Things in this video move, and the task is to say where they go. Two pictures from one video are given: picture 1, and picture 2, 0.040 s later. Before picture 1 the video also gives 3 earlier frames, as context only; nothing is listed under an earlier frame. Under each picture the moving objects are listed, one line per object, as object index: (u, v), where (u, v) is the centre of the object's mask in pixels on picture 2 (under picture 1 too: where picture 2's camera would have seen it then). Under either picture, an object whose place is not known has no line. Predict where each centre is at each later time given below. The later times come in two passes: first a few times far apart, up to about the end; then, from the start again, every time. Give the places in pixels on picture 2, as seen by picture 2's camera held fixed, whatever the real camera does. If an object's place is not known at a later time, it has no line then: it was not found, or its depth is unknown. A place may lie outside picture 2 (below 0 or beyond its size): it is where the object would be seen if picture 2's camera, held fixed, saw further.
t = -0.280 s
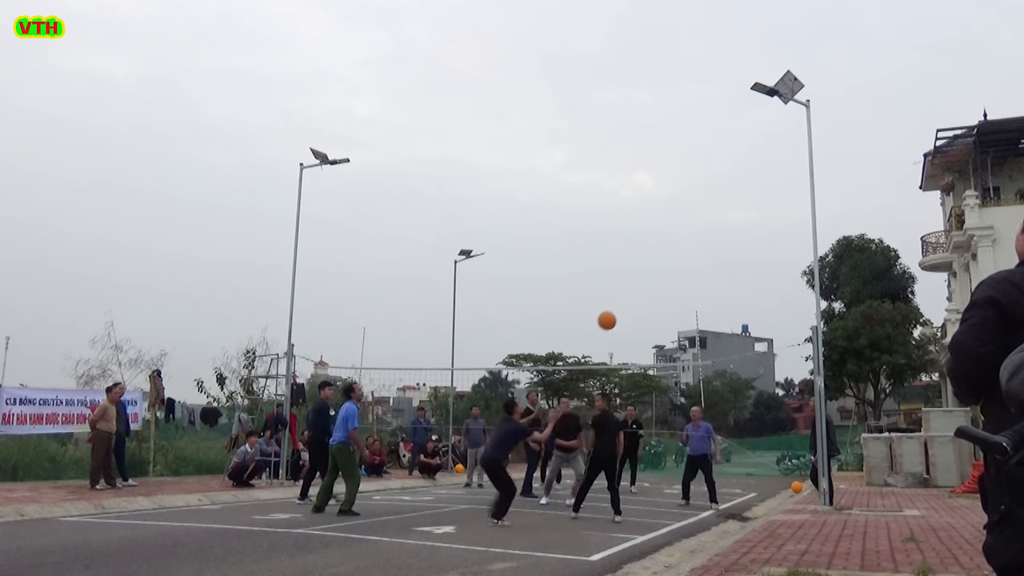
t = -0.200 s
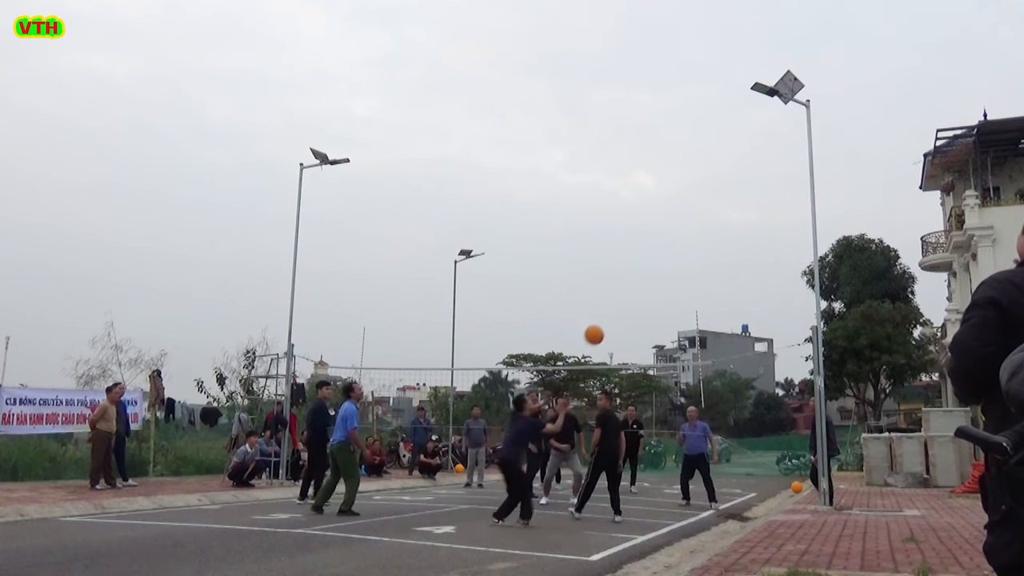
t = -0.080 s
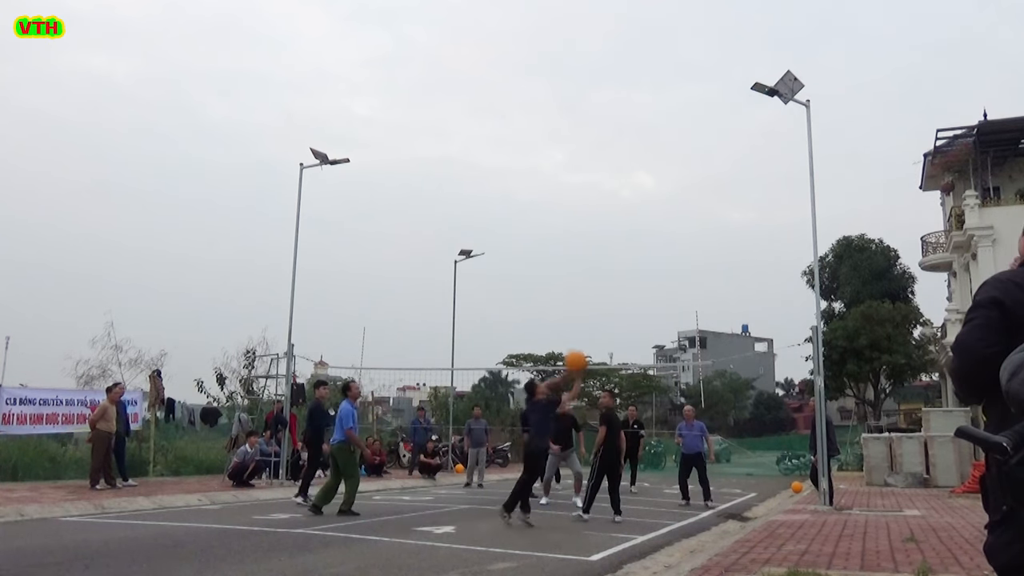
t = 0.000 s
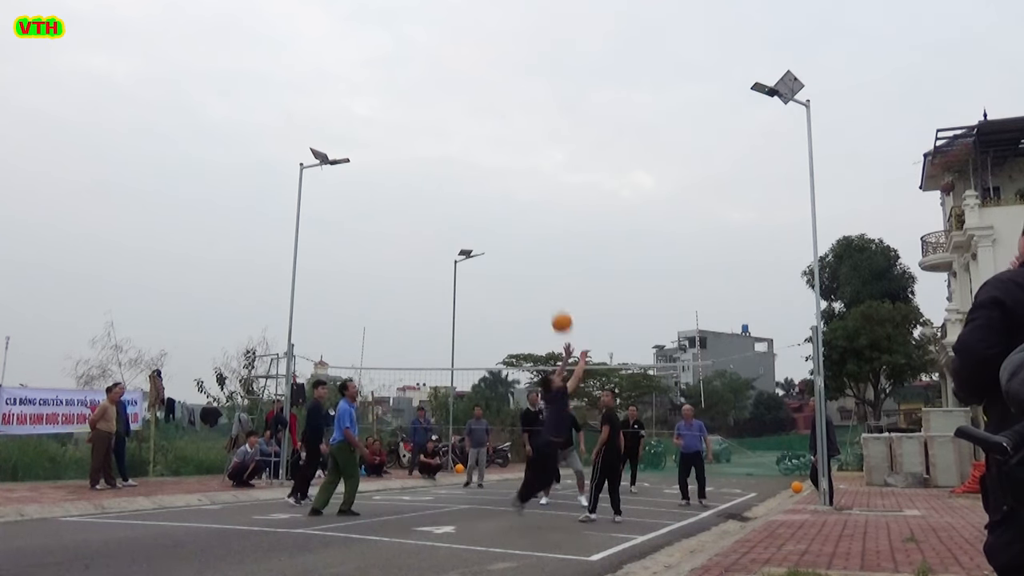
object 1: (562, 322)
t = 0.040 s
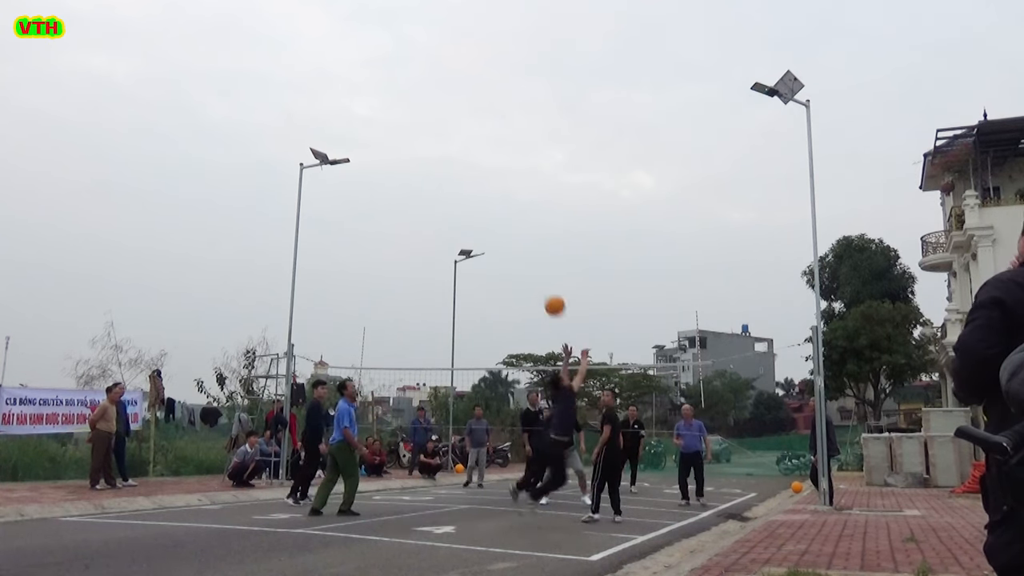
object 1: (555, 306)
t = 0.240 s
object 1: (522, 243)
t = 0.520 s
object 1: (477, 214)
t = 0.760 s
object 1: (437, 239)
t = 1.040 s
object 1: (390, 330)
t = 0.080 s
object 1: (547, 290)
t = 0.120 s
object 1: (541, 277)
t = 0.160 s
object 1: (535, 264)
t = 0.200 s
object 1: (529, 253)
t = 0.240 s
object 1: (522, 243)
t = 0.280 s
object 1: (515, 235)
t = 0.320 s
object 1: (509, 229)
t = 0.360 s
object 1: (502, 223)
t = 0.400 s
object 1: (496, 219)
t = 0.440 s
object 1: (490, 216)
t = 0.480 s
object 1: (483, 214)
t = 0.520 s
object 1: (477, 214)
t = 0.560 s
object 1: (470, 215)
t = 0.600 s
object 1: (464, 218)
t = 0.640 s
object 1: (458, 221)
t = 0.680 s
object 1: (451, 225)
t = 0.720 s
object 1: (444, 231)
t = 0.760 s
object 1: (437, 239)
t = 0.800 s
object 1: (430, 248)
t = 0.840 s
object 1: (424, 259)
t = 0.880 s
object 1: (418, 270)
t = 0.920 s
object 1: (412, 282)
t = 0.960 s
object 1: (404, 296)
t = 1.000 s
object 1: (397, 312)
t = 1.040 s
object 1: (390, 330)
